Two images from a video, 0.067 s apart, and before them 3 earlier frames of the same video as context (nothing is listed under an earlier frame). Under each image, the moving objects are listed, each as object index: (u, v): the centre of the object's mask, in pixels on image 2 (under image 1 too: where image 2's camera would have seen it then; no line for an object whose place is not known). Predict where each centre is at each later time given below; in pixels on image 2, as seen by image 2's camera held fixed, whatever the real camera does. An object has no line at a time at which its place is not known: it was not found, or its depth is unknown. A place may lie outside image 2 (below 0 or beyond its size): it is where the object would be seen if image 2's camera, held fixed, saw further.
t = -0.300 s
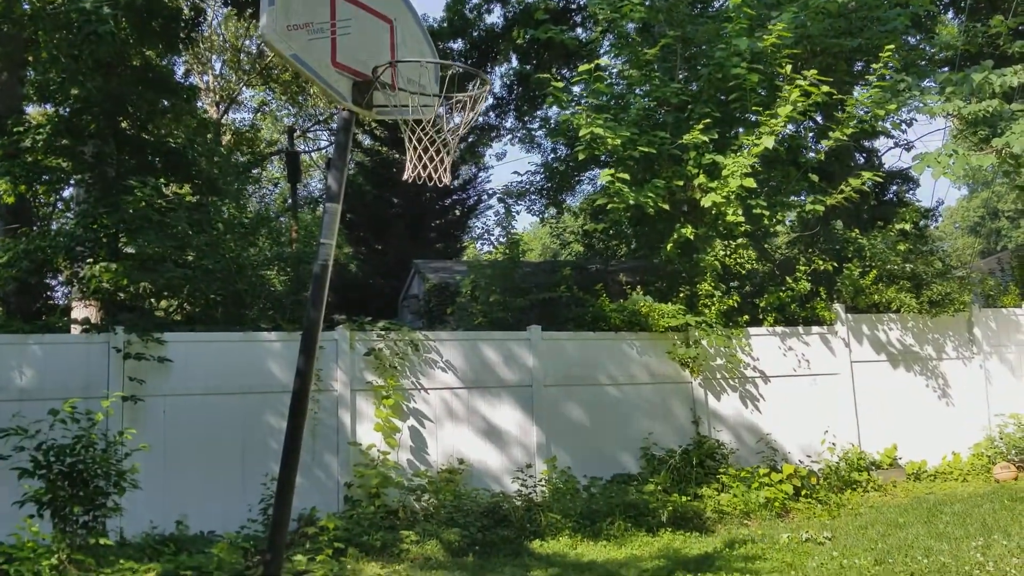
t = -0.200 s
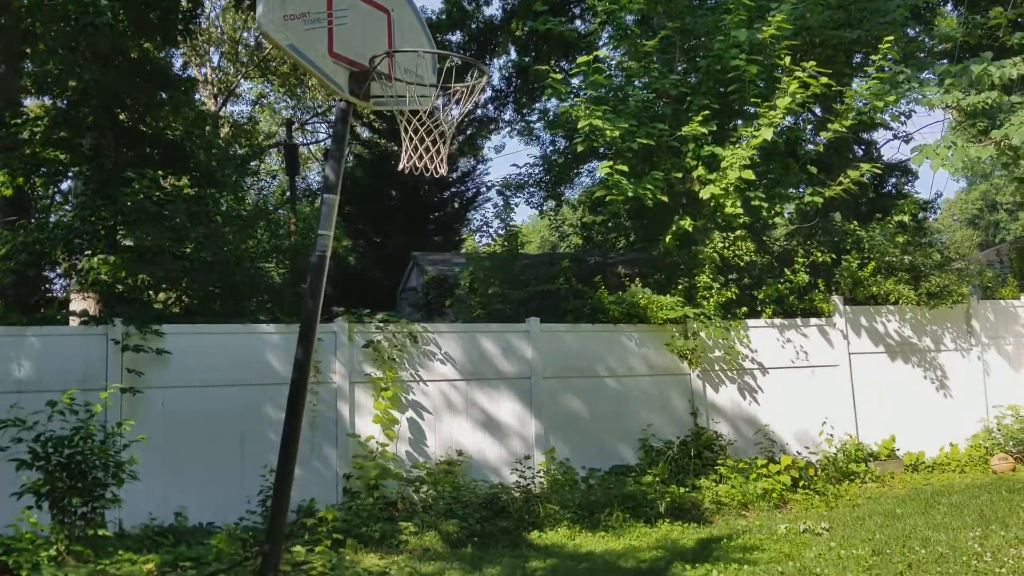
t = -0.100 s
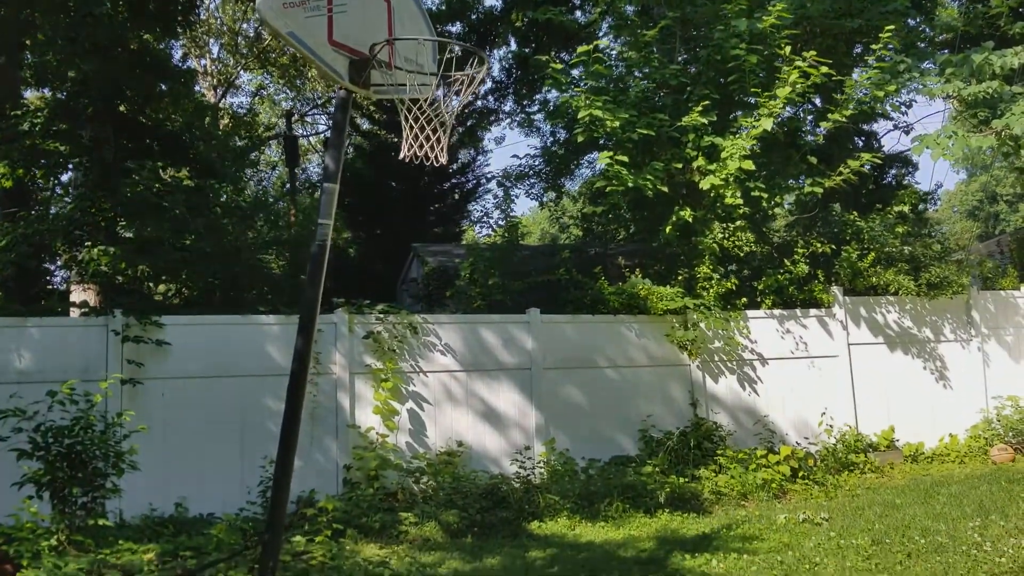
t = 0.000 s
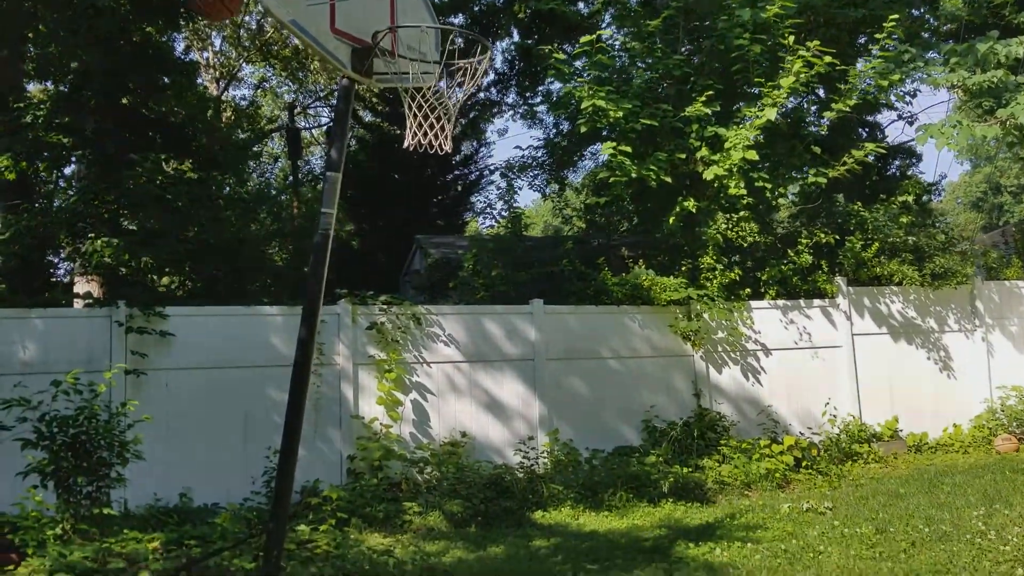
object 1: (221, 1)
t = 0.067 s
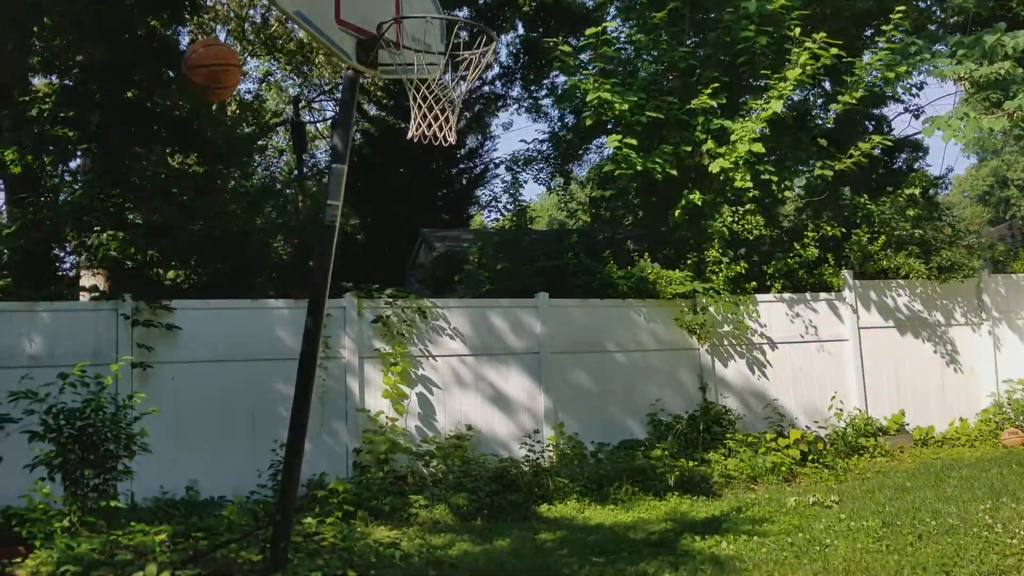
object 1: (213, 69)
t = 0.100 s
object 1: (206, 120)
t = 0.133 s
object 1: (202, 172)
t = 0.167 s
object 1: (198, 228)
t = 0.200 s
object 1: (192, 287)
